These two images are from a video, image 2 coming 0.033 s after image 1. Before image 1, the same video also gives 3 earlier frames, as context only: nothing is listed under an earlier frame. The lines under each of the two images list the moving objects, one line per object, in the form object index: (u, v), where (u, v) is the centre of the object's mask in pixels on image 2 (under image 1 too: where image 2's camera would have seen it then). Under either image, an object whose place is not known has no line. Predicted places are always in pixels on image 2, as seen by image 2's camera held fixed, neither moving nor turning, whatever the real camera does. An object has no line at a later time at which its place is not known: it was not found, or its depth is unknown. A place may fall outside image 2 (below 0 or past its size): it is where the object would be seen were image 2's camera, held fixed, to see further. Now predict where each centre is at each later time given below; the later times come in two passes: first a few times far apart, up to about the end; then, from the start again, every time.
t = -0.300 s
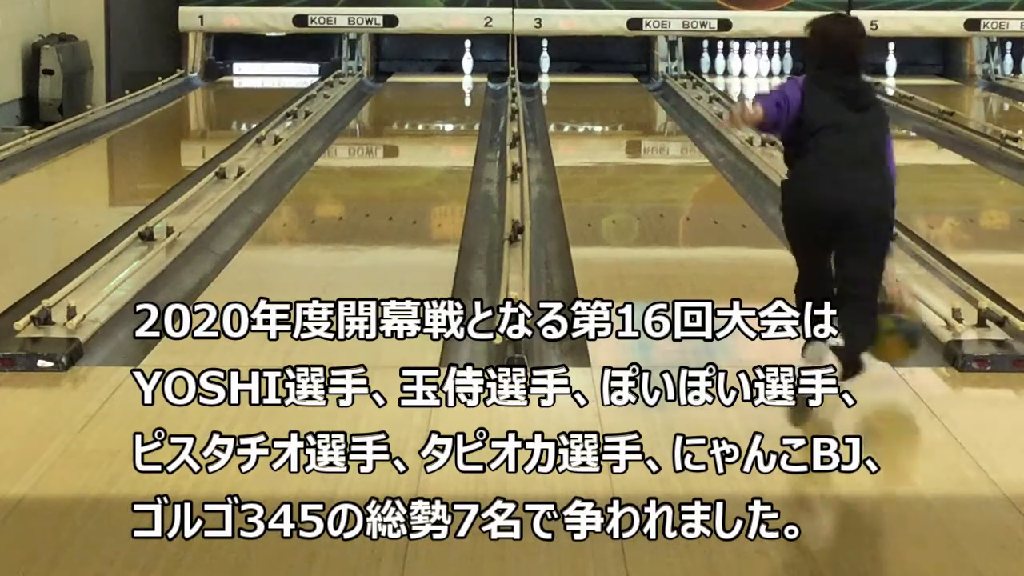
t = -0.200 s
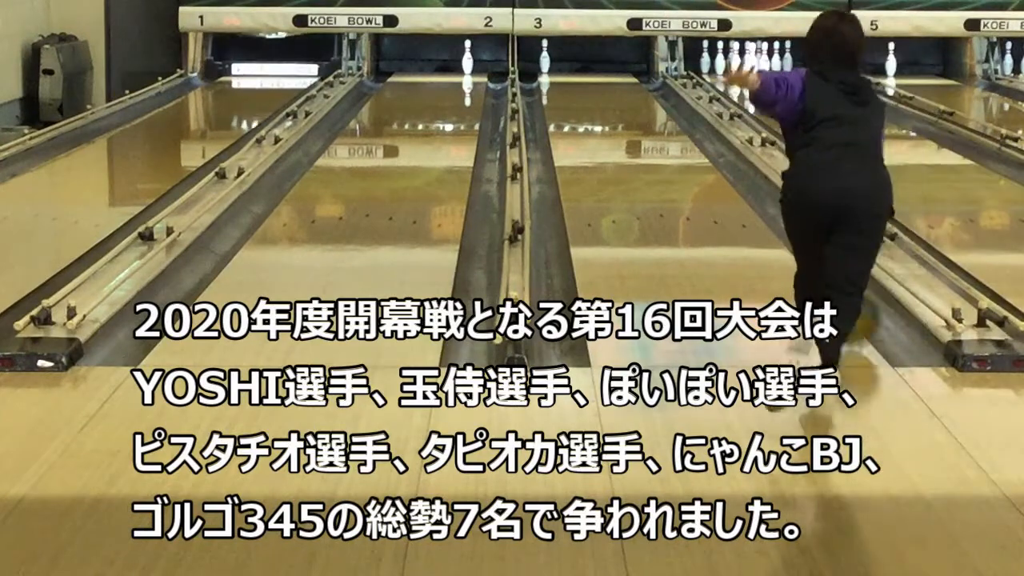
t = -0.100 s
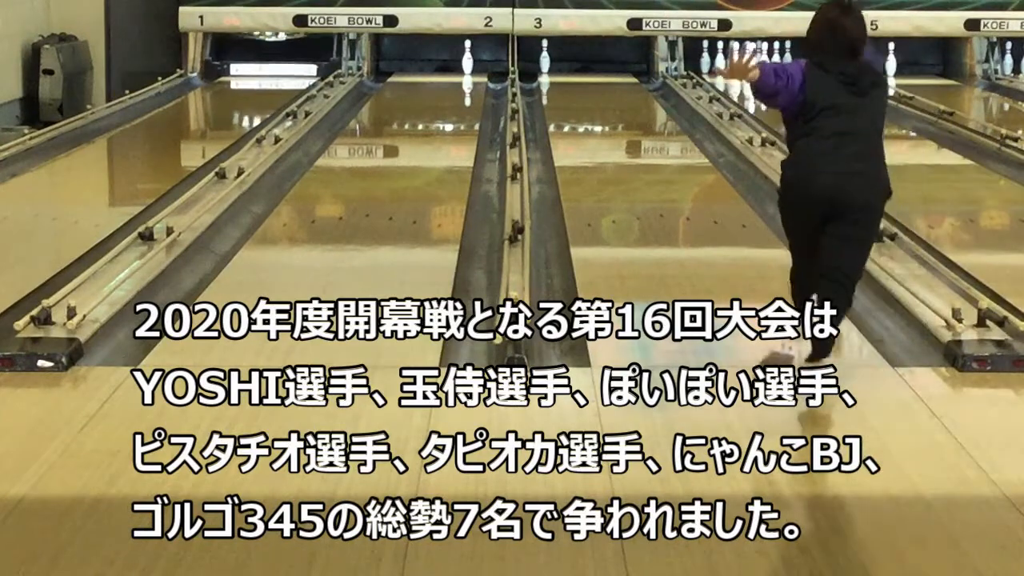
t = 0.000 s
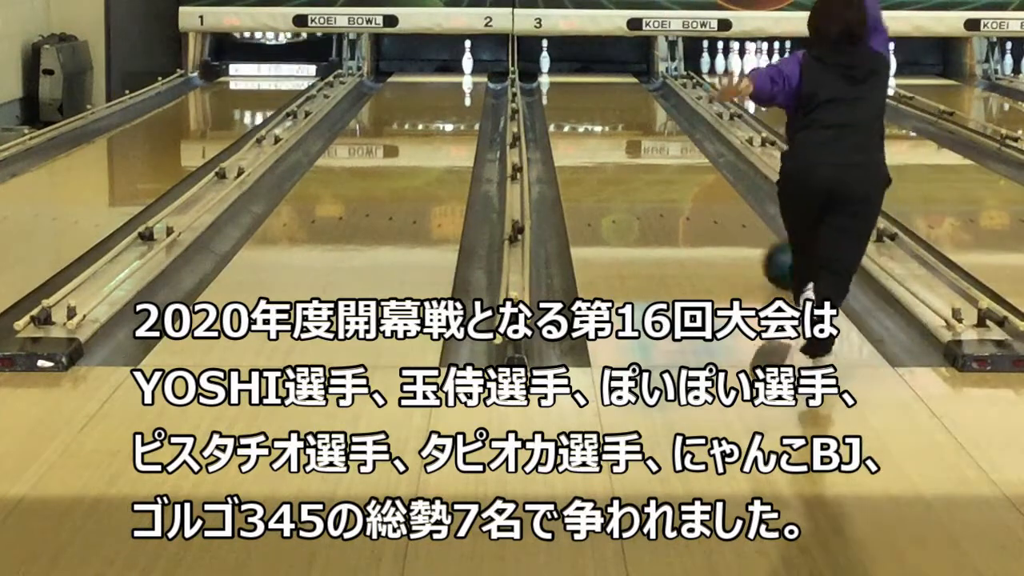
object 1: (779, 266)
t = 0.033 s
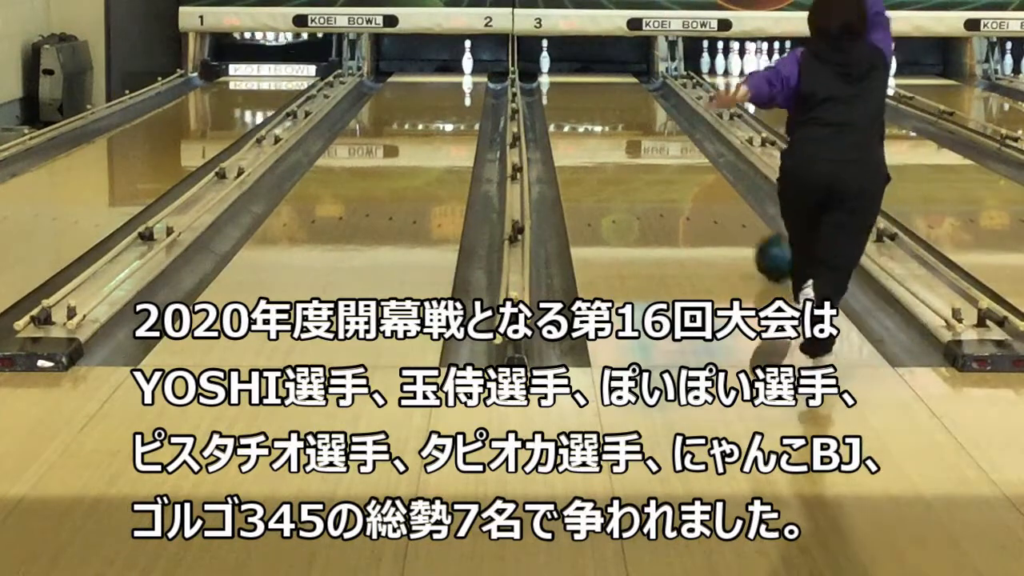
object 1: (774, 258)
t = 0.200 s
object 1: (739, 225)
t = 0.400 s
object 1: (703, 192)
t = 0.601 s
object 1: (674, 168)
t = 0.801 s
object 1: (649, 148)
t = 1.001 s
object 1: (629, 132)
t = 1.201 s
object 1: (612, 117)
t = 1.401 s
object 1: (597, 105)
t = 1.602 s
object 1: (585, 93)
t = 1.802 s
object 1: (573, 85)
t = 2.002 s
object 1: (563, 76)
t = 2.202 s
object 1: (554, 68)
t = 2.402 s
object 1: (547, 63)
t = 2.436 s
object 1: (545, 62)
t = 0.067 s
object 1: (769, 250)
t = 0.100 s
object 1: (761, 244)
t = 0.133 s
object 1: (754, 237)
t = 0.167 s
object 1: (746, 231)
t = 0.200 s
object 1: (739, 225)
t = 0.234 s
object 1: (733, 219)
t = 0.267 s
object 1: (726, 213)
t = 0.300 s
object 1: (720, 207)
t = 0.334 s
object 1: (714, 202)
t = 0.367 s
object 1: (708, 197)
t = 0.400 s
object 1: (703, 192)
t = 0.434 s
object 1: (697, 188)
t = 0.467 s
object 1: (692, 184)
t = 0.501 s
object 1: (687, 180)
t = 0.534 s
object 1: (683, 176)
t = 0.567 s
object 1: (678, 172)
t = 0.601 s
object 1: (674, 168)
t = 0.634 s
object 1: (669, 164)
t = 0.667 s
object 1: (665, 160)
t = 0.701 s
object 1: (661, 157)
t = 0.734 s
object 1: (657, 154)
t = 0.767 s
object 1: (653, 151)
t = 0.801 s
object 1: (649, 148)
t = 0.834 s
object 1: (645, 146)
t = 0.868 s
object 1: (642, 143)
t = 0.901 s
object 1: (638, 140)
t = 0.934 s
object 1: (635, 137)
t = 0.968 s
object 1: (632, 134)
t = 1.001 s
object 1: (629, 132)
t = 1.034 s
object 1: (626, 129)
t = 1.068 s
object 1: (622, 126)
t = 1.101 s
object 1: (620, 124)
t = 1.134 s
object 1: (617, 121)
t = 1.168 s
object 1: (614, 119)
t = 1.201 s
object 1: (612, 117)
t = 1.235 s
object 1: (609, 115)
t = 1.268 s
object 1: (607, 113)
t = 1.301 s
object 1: (604, 111)
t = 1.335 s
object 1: (601, 109)
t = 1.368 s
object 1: (599, 107)
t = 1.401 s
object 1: (597, 105)
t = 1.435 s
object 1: (595, 103)
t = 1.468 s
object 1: (593, 101)
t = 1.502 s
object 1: (590, 99)
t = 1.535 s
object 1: (589, 97)
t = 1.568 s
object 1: (587, 94)
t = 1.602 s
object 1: (585, 93)
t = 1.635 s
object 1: (582, 91)
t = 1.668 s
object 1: (580, 89)
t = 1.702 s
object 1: (578, 88)
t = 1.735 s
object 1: (577, 87)
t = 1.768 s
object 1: (575, 86)
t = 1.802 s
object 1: (573, 85)
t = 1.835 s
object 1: (571, 82)
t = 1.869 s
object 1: (570, 80)
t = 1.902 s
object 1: (568, 79)
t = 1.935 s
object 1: (566, 78)
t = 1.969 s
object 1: (565, 78)
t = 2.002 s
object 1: (563, 76)
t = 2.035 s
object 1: (561, 74)
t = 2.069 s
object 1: (559, 73)
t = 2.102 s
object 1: (559, 73)
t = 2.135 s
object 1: (558, 71)
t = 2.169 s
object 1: (556, 70)
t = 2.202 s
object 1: (554, 68)
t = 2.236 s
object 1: (553, 68)
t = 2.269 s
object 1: (550, 68)
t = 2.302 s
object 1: (547, 65)
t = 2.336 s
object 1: (546, 63)
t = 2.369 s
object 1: (548, 64)
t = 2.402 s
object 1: (547, 63)
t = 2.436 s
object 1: (545, 62)
